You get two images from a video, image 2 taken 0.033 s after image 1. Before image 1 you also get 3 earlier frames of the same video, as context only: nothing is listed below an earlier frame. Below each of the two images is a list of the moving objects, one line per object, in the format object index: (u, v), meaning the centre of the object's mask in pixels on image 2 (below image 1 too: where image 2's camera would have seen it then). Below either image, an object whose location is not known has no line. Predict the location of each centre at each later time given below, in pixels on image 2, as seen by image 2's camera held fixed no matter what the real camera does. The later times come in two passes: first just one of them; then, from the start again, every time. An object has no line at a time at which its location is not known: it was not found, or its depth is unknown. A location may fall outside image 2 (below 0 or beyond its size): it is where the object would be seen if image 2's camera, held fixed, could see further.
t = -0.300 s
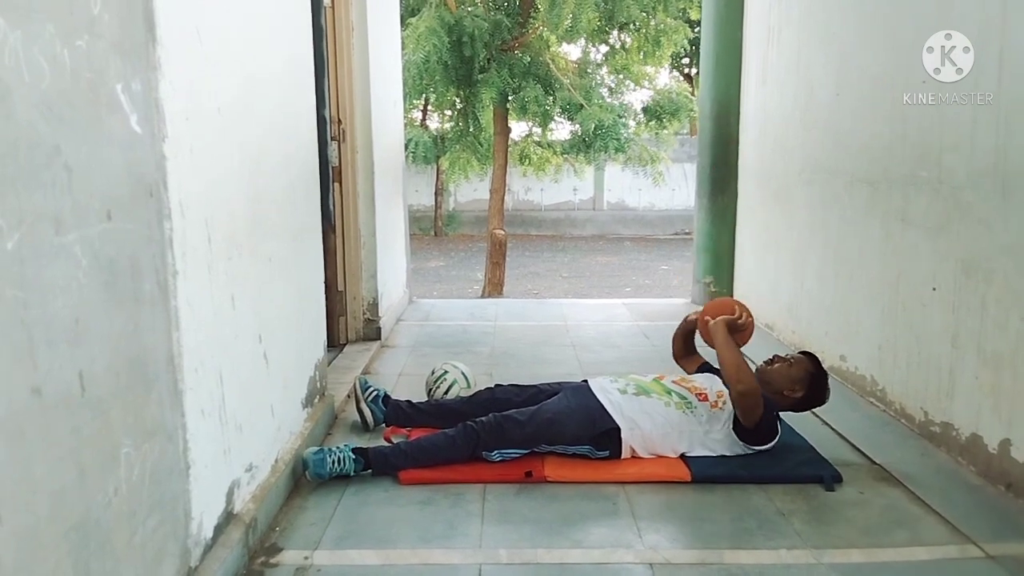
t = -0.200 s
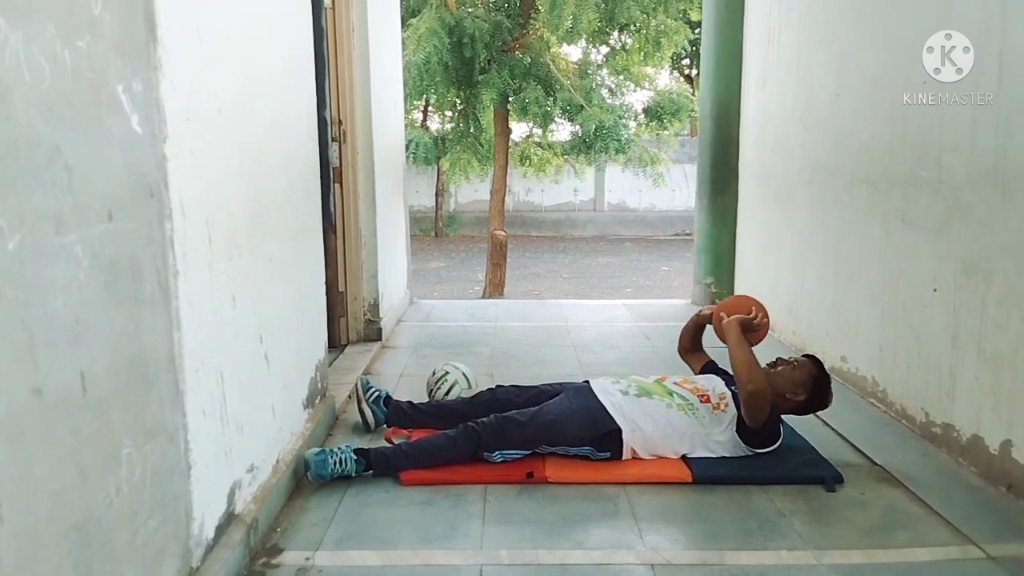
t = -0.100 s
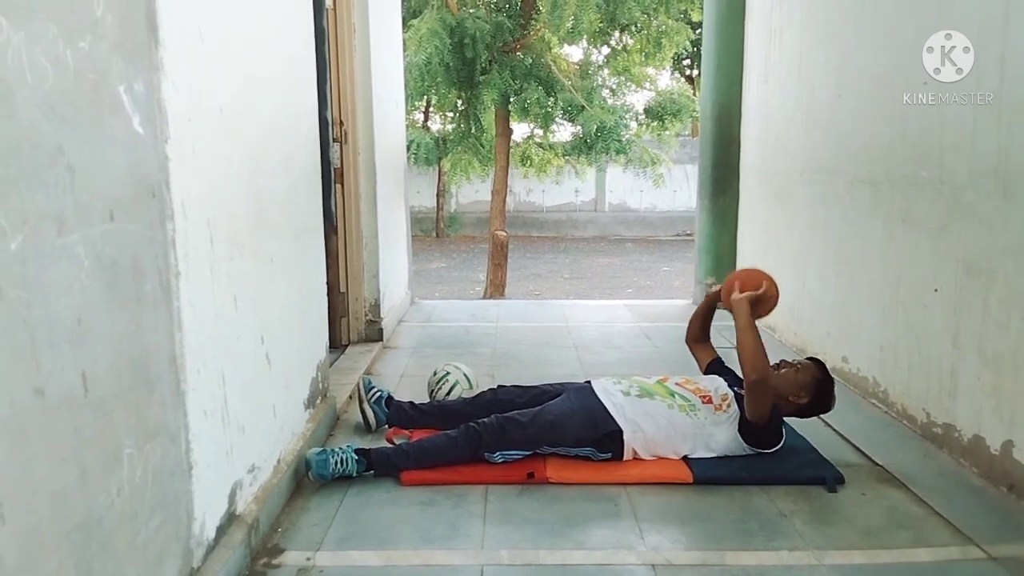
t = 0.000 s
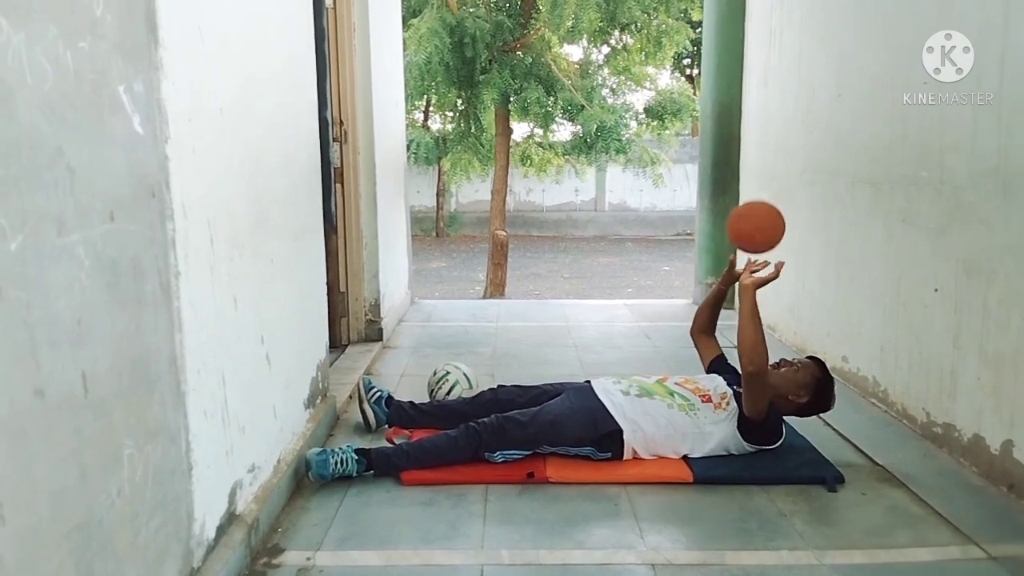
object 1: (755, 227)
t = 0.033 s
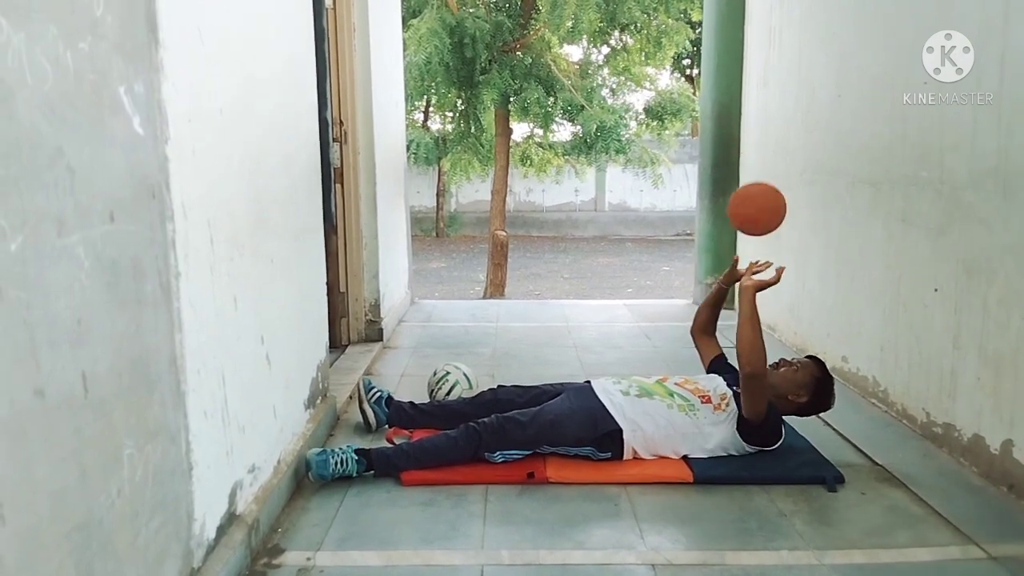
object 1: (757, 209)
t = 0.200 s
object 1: (761, 163)
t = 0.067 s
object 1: (758, 193)
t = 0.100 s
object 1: (759, 181)
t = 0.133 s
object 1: (760, 172)
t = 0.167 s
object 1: (760, 166)
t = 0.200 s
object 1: (761, 163)
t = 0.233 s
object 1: (761, 164)
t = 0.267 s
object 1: (762, 168)
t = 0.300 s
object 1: (762, 175)
